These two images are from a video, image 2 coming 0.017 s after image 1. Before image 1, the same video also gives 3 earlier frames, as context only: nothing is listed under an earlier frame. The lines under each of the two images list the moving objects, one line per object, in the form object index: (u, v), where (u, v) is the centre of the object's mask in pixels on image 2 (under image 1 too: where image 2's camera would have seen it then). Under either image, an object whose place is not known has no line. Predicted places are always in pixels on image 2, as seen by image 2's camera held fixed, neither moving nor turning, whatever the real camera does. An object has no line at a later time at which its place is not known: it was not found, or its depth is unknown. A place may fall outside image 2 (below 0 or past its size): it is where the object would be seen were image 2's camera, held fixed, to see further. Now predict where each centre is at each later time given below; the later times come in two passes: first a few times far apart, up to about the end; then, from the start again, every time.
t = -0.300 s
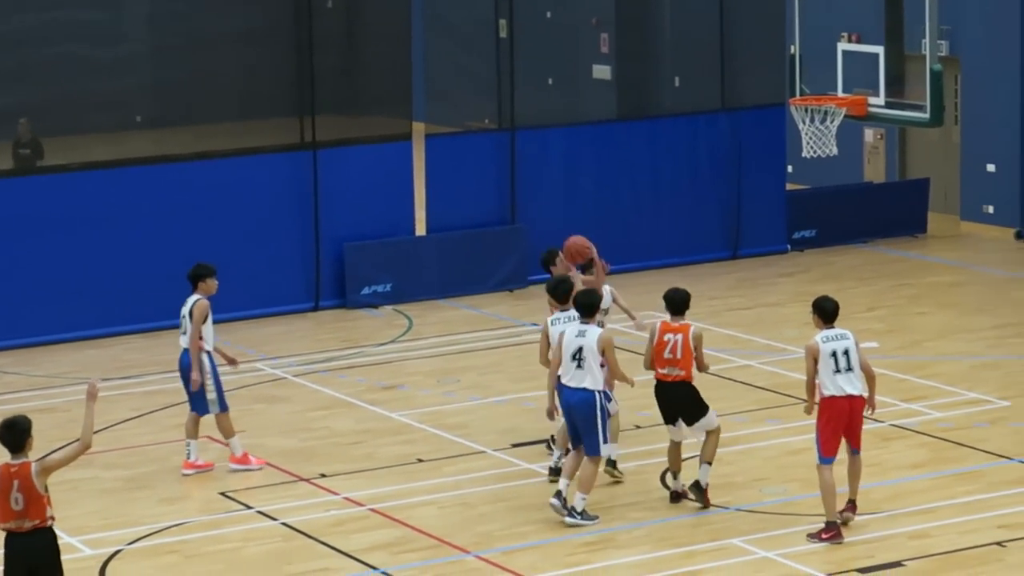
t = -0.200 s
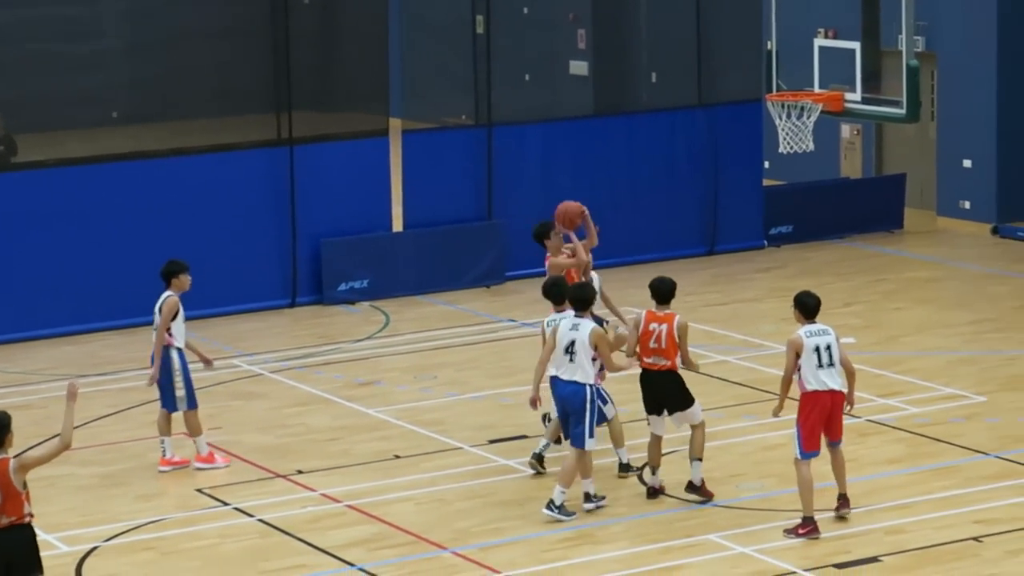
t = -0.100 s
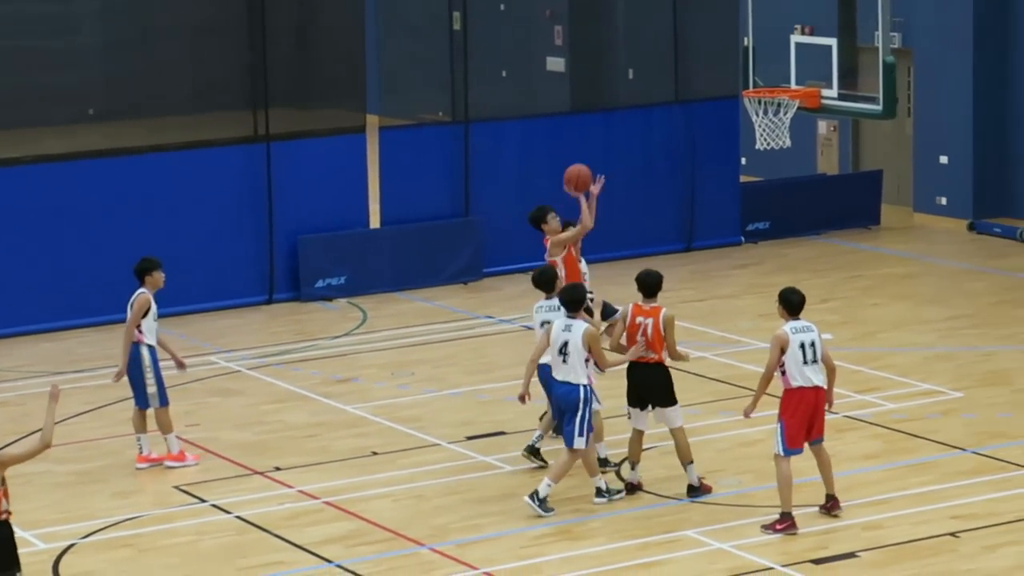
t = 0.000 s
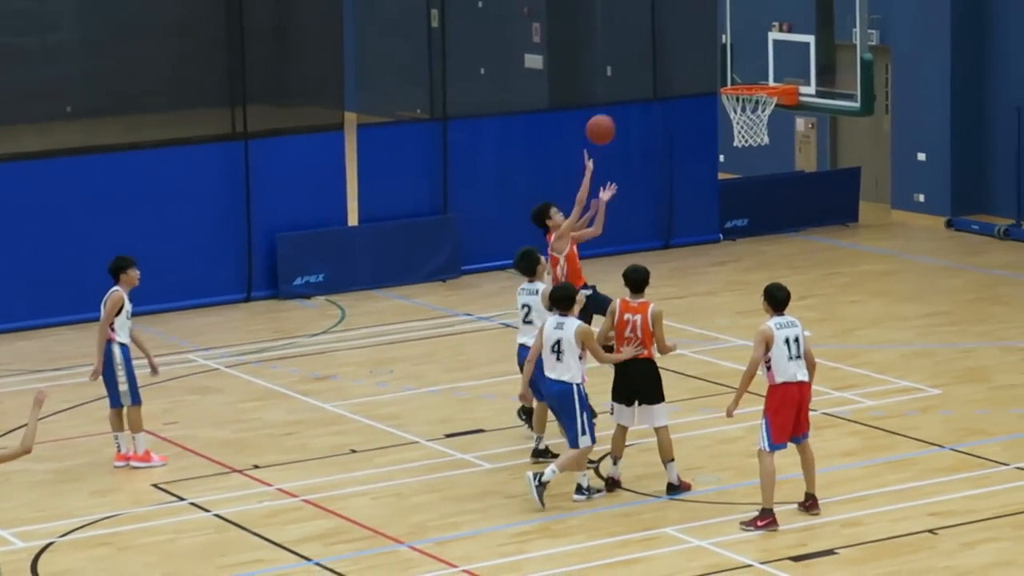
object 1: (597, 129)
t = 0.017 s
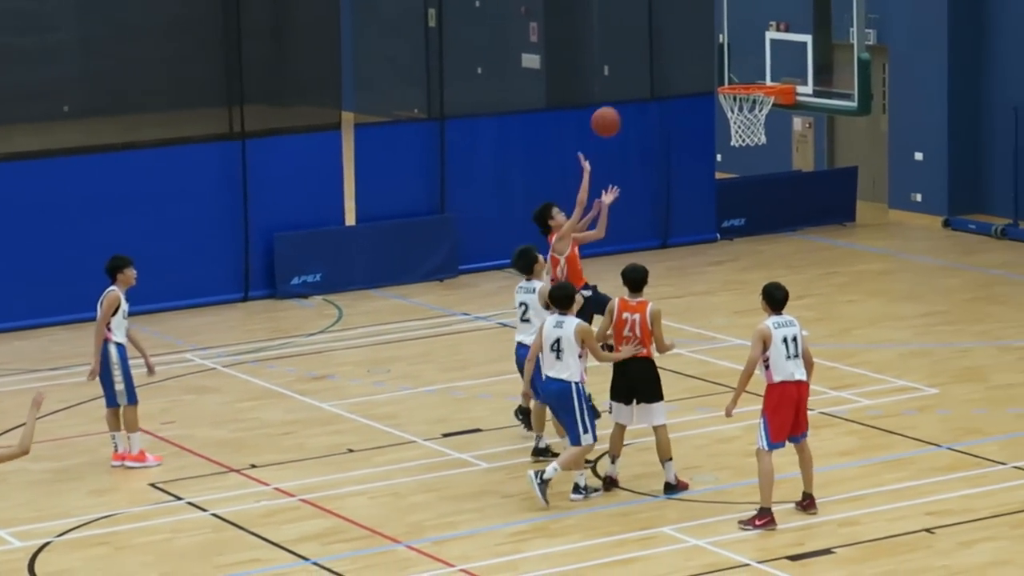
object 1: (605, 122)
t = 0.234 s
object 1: (712, 56)
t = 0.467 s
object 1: (744, 58)
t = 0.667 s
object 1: (727, 88)
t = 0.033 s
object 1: (614, 115)
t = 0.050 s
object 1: (622, 108)
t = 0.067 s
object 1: (630, 102)
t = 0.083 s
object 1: (638, 95)
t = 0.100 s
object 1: (646, 90)
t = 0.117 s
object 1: (654, 85)
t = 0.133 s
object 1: (663, 79)
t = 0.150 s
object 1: (671, 75)
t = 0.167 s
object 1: (679, 70)
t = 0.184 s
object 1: (687, 66)
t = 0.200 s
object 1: (695, 62)
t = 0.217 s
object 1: (704, 58)
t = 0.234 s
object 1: (712, 56)
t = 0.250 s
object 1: (720, 53)
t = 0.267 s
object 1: (728, 50)
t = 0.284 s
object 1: (737, 47)
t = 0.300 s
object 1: (745, 46)
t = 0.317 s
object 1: (754, 45)
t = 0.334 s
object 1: (760, 44)
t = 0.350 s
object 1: (758, 44)
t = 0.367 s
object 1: (757, 45)
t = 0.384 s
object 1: (754, 47)
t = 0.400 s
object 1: (752, 48)
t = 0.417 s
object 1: (750, 50)
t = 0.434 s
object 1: (748, 52)
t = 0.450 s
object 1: (746, 55)
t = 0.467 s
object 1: (744, 58)
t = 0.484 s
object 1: (742, 61)
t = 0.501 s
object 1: (740, 65)
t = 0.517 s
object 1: (739, 69)
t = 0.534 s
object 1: (736, 73)
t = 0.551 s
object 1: (734, 77)
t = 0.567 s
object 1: (734, 78)
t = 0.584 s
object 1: (733, 79)
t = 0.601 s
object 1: (731, 80)
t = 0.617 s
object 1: (730, 81)
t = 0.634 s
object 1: (730, 83)
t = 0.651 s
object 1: (729, 85)
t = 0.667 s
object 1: (727, 88)
